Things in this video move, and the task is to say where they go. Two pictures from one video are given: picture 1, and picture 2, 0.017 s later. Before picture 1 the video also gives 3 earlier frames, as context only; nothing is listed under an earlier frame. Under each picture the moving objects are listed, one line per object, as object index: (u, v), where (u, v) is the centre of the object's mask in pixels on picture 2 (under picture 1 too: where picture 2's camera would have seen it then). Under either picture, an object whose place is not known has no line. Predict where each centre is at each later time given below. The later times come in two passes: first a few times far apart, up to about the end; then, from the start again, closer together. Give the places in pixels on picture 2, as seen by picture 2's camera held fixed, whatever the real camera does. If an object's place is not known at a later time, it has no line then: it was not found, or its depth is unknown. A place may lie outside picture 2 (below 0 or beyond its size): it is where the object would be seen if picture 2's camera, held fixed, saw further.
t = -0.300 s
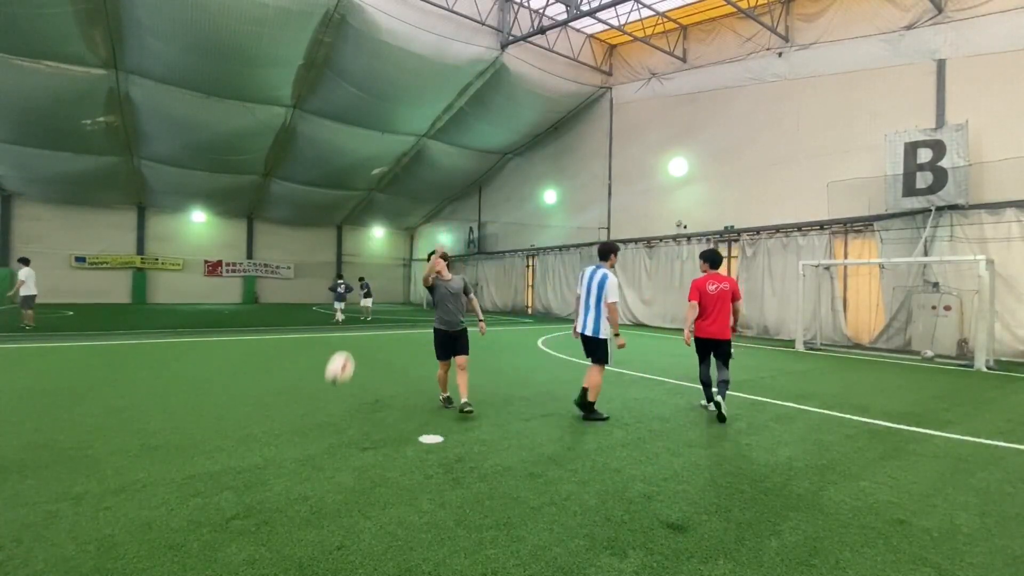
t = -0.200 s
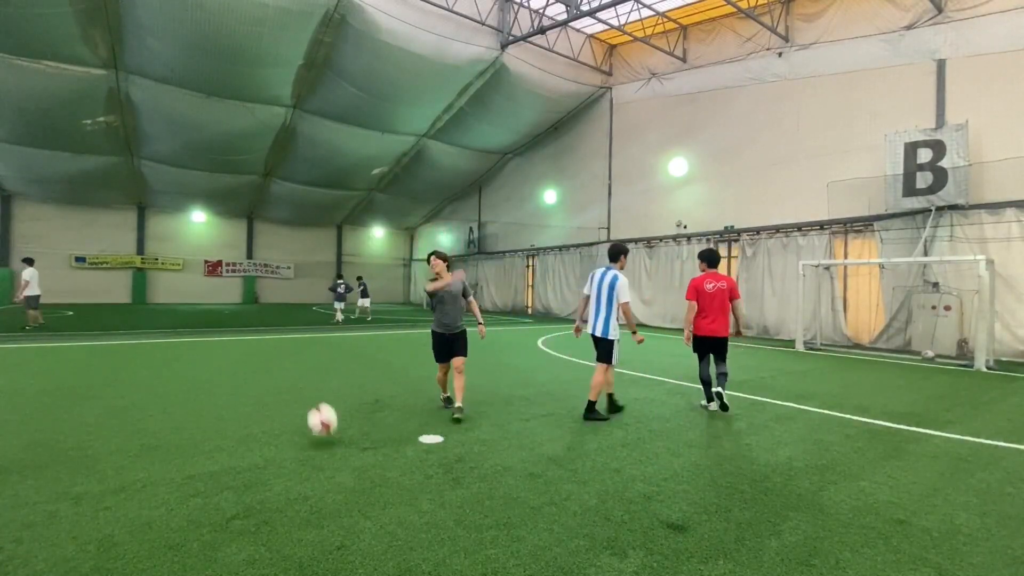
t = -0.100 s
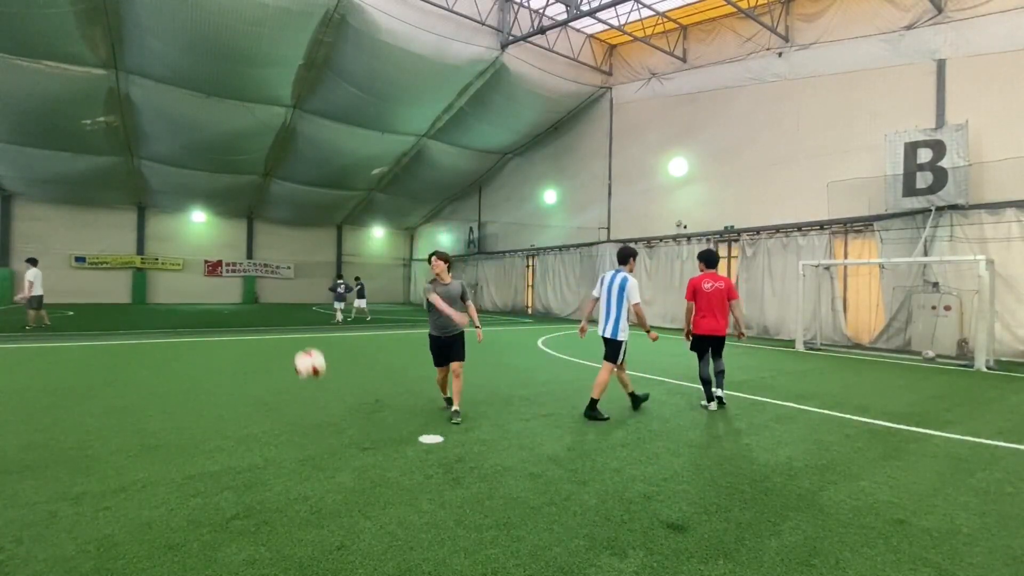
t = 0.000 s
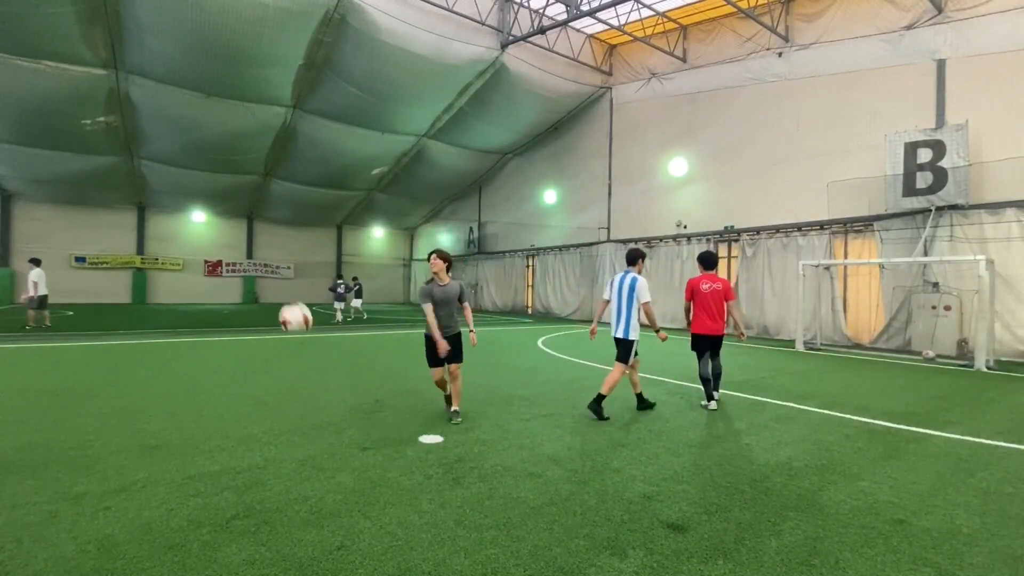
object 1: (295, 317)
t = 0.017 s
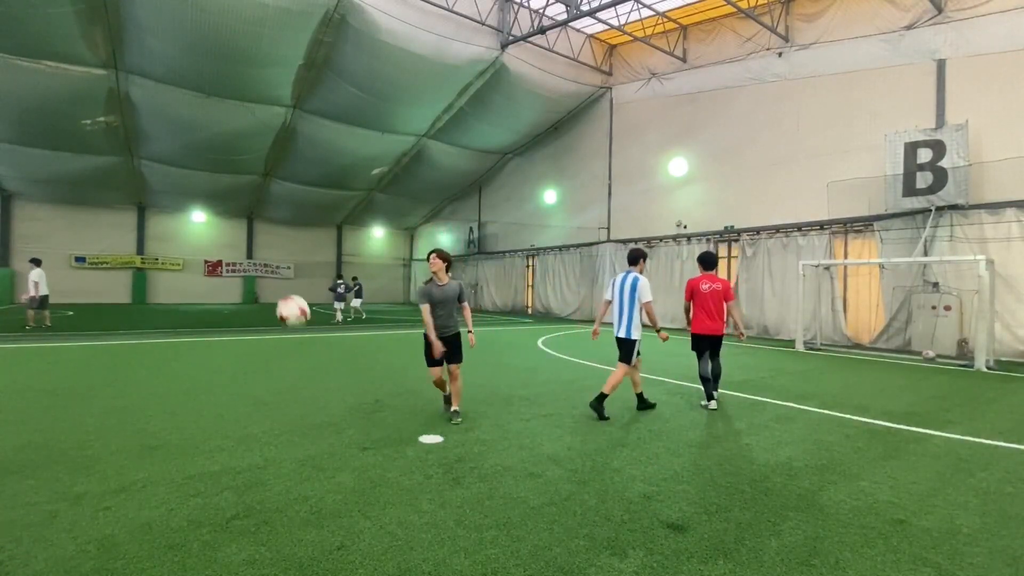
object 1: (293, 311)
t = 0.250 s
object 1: (255, 251)
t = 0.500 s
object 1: (204, 268)
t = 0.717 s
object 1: (150, 370)
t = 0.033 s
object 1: (291, 305)
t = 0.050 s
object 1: (288, 299)
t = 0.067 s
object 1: (286, 293)
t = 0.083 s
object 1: (283, 287)
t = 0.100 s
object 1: (280, 282)
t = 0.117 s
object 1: (278, 278)
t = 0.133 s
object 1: (275, 273)
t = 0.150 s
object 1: (272, 269)
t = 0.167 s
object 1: (269, 265)
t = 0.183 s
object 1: (266, 262)
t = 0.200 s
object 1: (264, 259)
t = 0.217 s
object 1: (261, 255)
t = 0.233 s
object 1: (258, 253)
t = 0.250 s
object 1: (255, 251)
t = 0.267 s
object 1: (251, 248)
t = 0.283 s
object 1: (248, 247)
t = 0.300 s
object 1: (246, 247)
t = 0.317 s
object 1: (242, 246)
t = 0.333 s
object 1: (239, 246)
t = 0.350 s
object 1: (236, 246)
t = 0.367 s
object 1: (233, 246)
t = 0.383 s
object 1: (229, 248)
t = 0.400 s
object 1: (226, 249)
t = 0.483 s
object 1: (208, 264)
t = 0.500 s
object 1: (204, 268)
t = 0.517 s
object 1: (200, 272)
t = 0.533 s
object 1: (197, 277)
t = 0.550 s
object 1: (192, 283)
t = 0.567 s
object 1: (188, 289)
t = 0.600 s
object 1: (180, 303)
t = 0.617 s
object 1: (176, 311)
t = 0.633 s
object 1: (171, 319)
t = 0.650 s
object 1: (168, 328)
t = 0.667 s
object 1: (163, 337)
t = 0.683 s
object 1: (158, 347)
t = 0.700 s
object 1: (154, 358)
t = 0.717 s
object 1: (150, 370)
